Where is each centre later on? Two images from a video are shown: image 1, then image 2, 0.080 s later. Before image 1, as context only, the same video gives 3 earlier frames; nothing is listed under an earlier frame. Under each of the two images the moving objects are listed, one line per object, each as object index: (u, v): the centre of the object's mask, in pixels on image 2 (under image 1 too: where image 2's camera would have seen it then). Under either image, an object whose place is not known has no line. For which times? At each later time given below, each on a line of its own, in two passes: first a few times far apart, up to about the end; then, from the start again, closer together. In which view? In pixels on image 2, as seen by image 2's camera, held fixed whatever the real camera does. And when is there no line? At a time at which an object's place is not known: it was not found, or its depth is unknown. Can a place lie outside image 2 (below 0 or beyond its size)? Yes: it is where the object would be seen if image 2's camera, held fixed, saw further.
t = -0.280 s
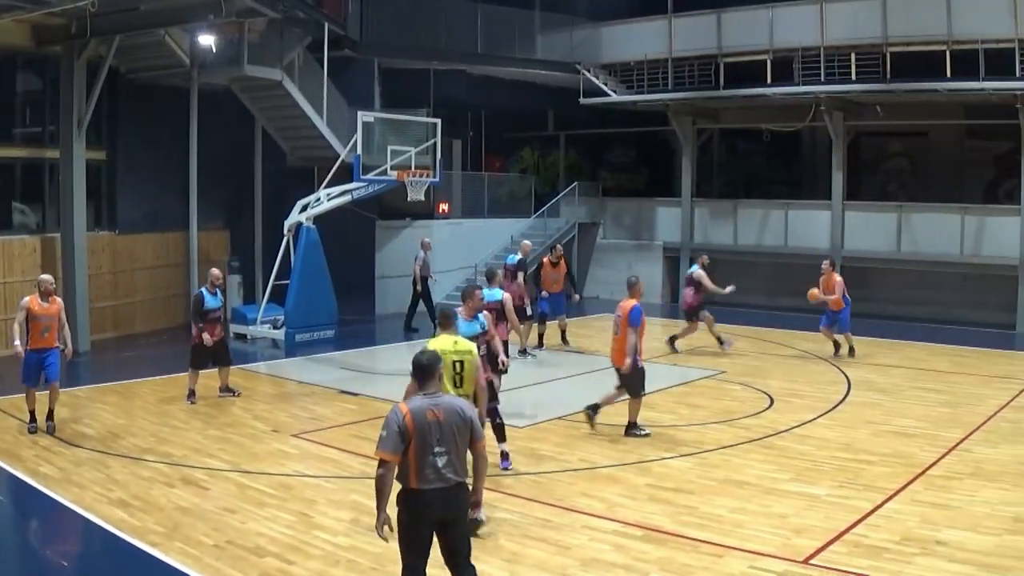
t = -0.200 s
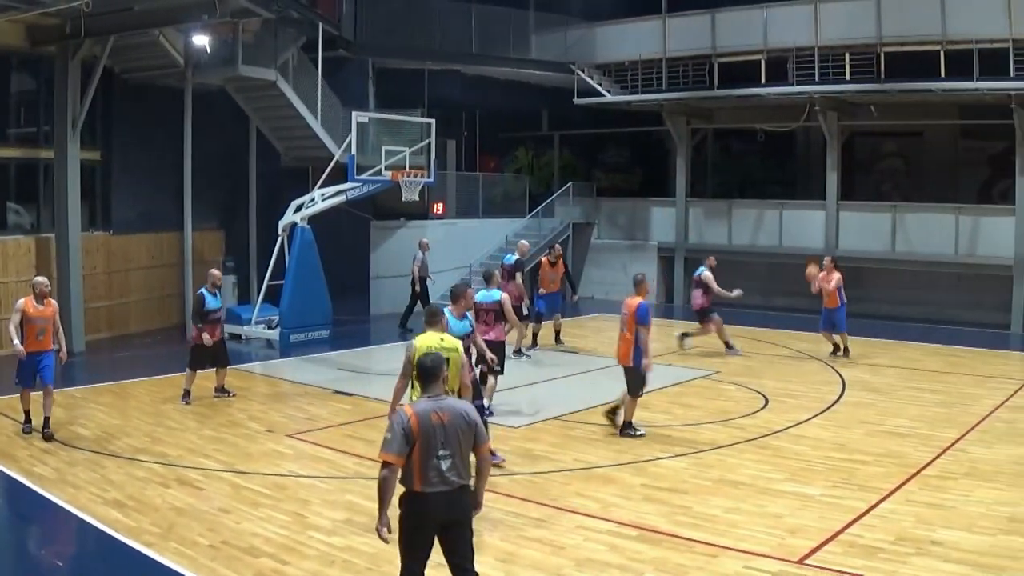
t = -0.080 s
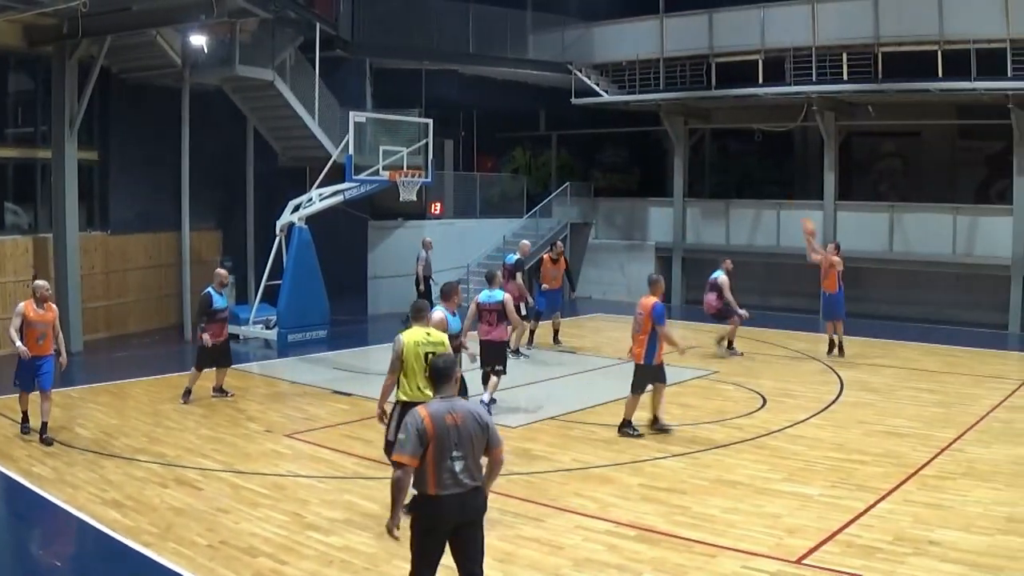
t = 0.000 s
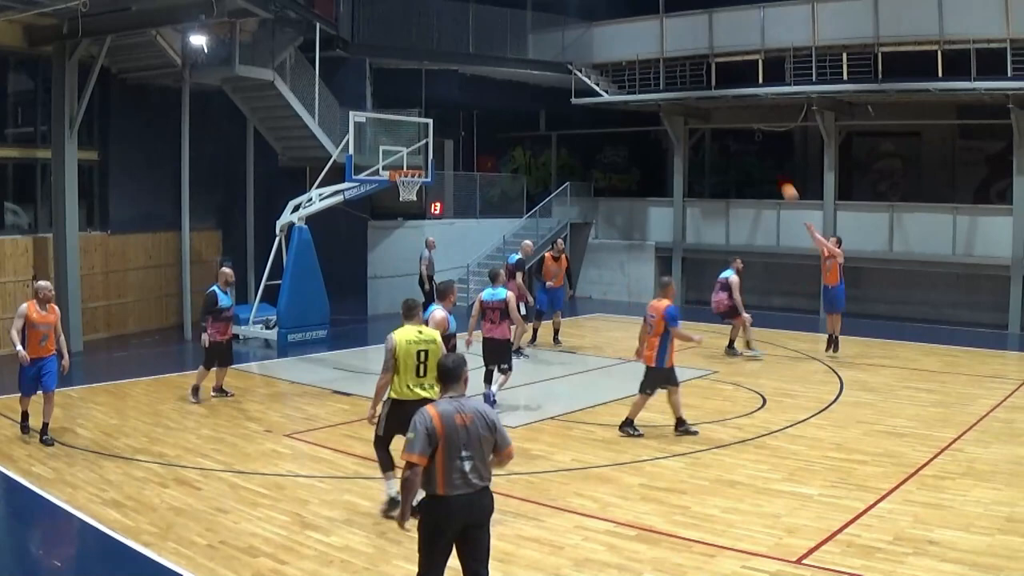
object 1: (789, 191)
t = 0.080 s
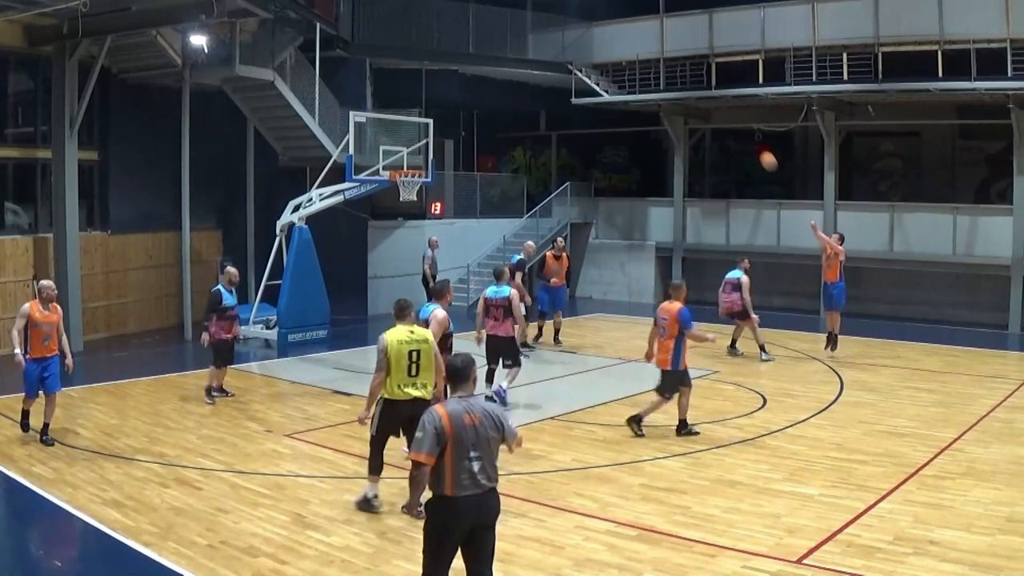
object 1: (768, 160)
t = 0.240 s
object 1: (724, 106)
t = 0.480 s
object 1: (656, 53)
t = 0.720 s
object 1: (589, 35)
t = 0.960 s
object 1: (521, 53)
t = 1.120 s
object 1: (477, 83)
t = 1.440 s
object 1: (402, 144)
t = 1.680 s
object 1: (405, 106)
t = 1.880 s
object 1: (408, 101)
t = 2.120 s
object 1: (414, 128)
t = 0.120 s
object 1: (757, 144)
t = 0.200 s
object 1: (734, 118)
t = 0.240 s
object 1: (724, 106)
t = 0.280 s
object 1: (712, 94)
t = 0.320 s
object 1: (700, 83)
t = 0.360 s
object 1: (690, 75)
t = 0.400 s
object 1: (678, 67)
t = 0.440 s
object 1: (667, 59)
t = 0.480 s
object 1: (656, 53)
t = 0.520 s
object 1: (644, 46)
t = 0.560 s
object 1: (633, 43)
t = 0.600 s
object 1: (622, 40)
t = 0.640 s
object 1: (611, 38)
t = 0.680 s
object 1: (600, 36)
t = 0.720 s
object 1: (589, 35)
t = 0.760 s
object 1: (578, 36)
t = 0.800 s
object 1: (566, 38)
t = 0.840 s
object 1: (555, 40)
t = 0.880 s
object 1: (544, 43)
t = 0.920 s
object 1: (533, 47)
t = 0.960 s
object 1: (521, 53)
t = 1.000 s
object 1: (510, 59)
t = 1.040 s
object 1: (500, 66)
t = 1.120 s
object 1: (477, 83)
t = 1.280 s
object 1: (435, 127)
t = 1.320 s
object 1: (423, 141)
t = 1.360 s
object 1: (413, 156)
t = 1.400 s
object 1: (405, 158)
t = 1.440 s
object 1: (402, 144)
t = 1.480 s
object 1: (401, 135)
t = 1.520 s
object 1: (402, 127)
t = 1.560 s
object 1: (403, 121)
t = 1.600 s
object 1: (403, 114)
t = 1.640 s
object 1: (403, 109)
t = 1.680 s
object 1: (405, 106)
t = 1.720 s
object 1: (405, 104)
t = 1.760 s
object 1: (406, 102)
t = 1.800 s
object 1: (407, 101)
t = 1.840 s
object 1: (407, 100)
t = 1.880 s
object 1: (408, 101)
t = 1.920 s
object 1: (409, 103)
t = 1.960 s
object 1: (410, 106)
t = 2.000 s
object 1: (410, 109)
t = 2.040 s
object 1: (412, 114)
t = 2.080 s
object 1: (413, 121)
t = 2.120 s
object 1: (414, 128)
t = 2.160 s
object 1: (415, 135)
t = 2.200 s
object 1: (416, 144)
